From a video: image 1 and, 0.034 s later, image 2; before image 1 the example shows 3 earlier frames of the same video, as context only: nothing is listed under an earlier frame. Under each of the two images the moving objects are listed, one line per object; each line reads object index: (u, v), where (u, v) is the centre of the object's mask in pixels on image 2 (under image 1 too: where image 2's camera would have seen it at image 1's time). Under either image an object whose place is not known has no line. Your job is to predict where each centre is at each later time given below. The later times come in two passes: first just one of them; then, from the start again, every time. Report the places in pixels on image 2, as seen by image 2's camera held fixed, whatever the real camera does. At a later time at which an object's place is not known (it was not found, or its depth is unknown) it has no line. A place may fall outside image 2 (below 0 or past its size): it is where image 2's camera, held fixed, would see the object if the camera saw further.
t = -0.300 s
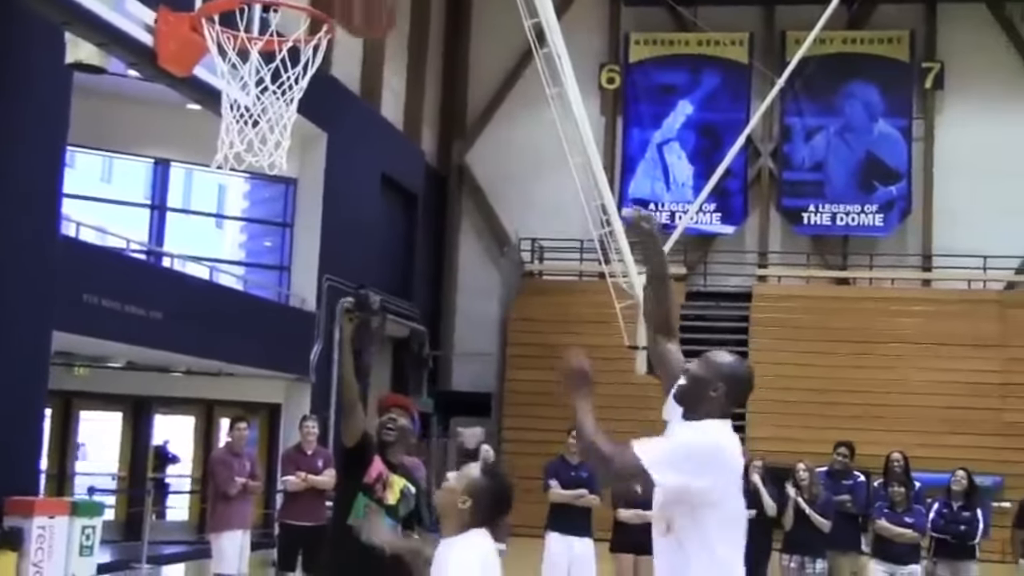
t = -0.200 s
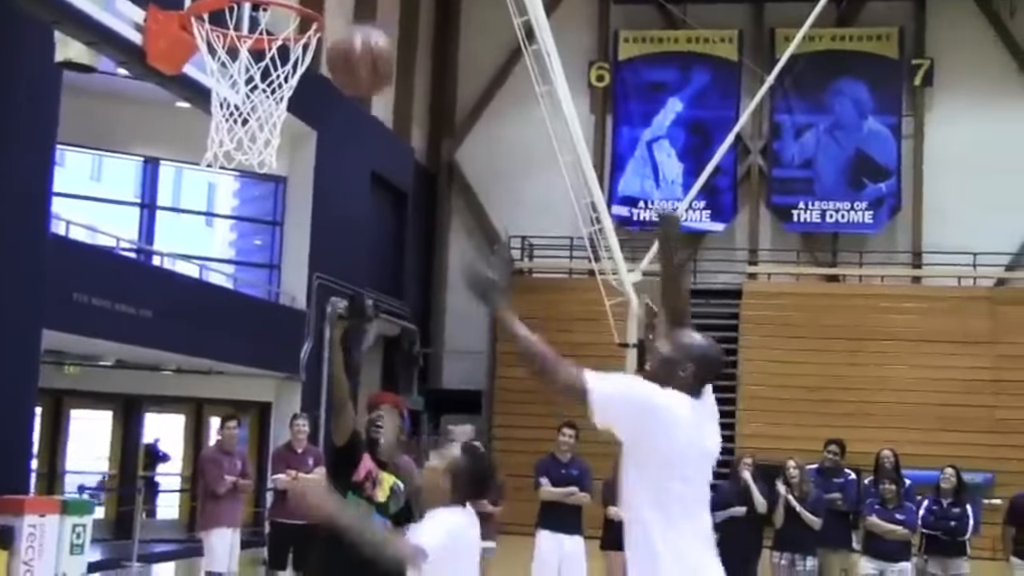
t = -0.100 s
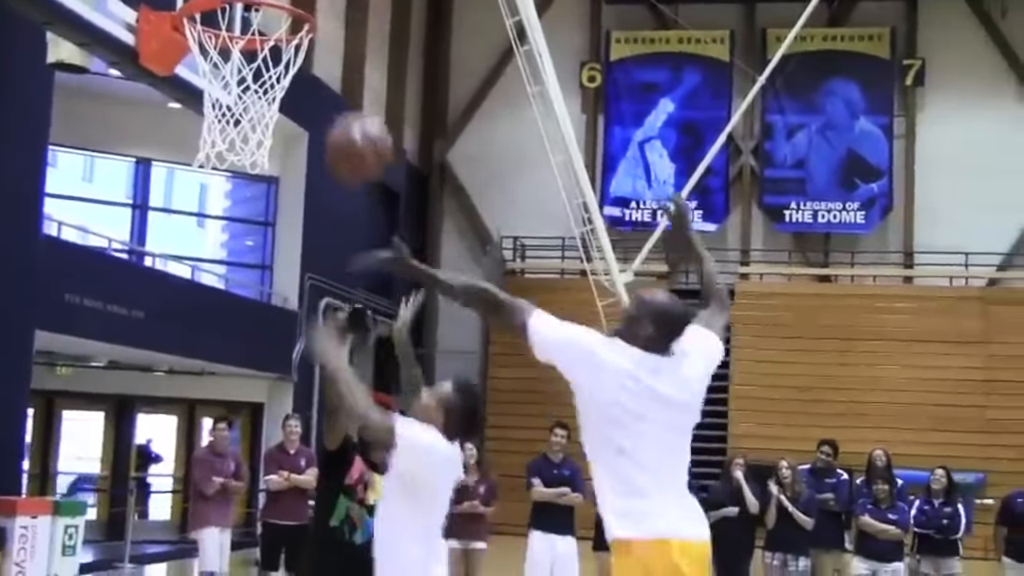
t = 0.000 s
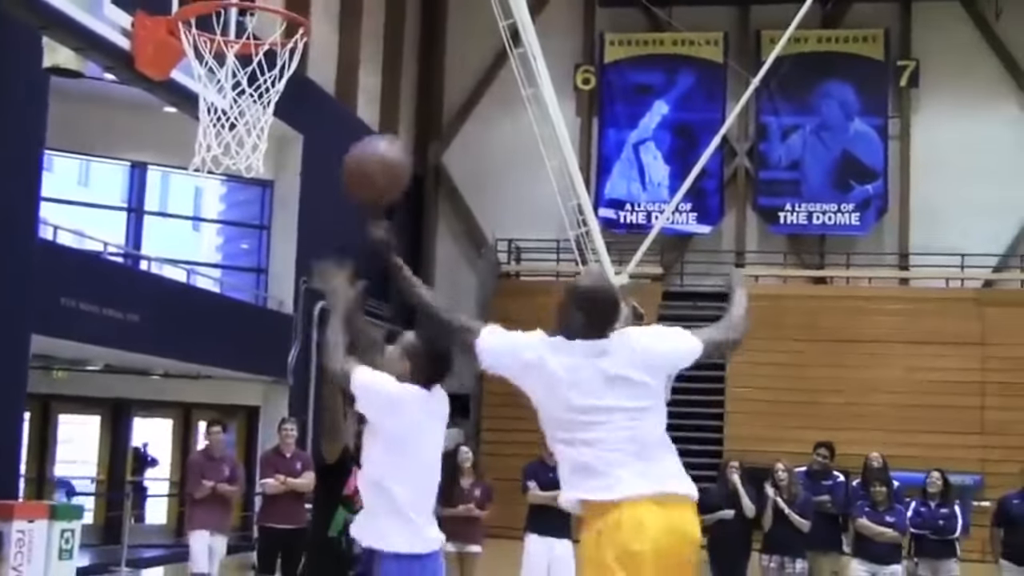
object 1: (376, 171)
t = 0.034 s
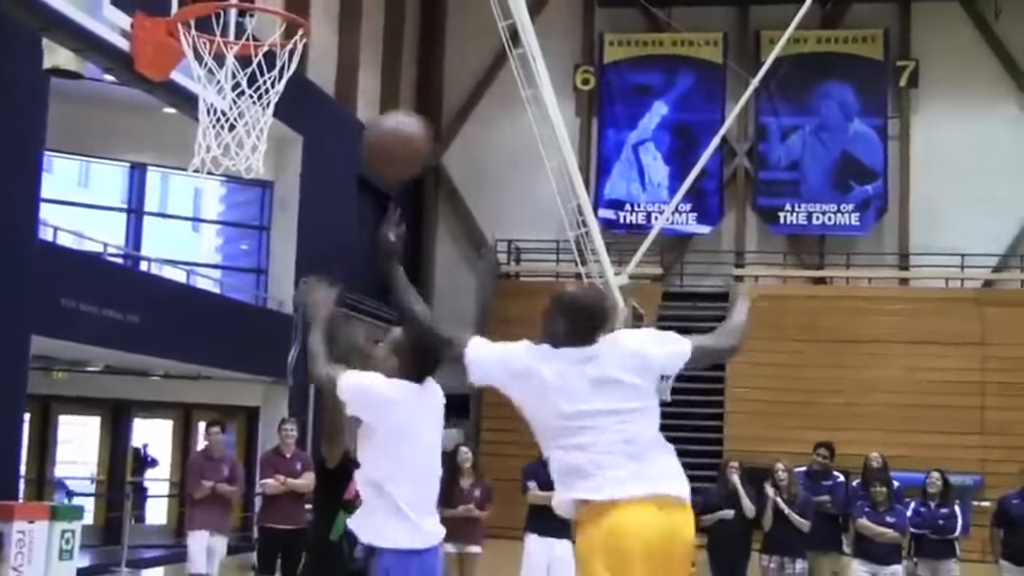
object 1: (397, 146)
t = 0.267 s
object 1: (529, 50)
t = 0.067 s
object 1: (416, 122)
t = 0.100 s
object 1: (436, 103)
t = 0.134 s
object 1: (453, 88)
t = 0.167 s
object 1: (474, 73)
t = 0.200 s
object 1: (491, 63)
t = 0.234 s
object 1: (512, 56)
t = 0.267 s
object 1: (529, 50)
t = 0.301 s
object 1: (548, 47)
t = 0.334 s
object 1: (568, 49)
